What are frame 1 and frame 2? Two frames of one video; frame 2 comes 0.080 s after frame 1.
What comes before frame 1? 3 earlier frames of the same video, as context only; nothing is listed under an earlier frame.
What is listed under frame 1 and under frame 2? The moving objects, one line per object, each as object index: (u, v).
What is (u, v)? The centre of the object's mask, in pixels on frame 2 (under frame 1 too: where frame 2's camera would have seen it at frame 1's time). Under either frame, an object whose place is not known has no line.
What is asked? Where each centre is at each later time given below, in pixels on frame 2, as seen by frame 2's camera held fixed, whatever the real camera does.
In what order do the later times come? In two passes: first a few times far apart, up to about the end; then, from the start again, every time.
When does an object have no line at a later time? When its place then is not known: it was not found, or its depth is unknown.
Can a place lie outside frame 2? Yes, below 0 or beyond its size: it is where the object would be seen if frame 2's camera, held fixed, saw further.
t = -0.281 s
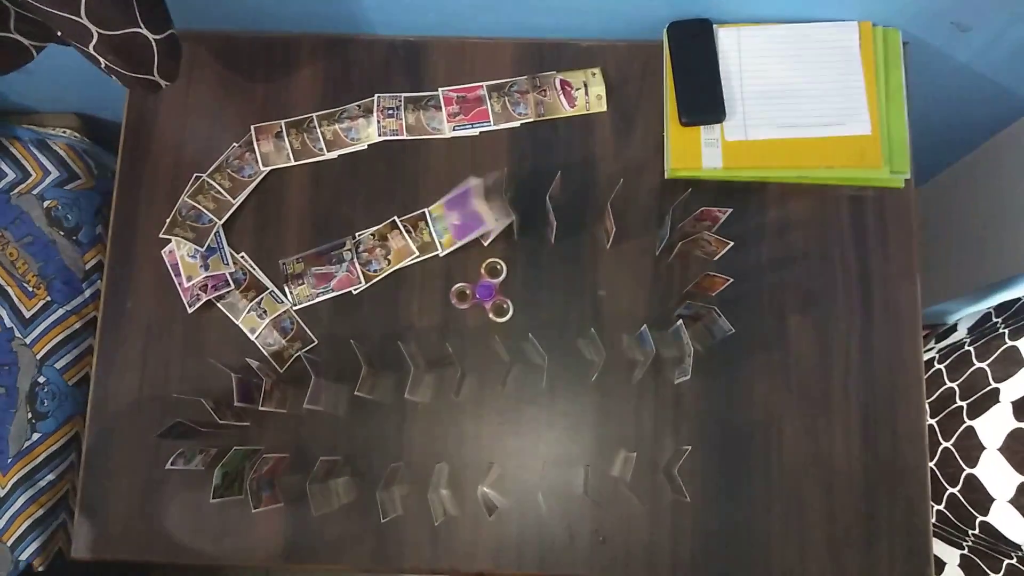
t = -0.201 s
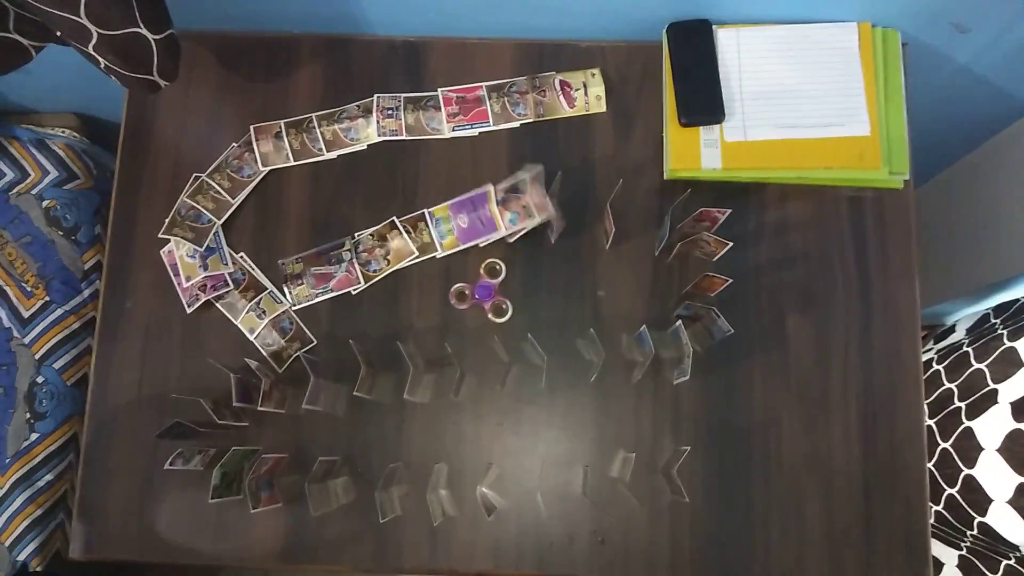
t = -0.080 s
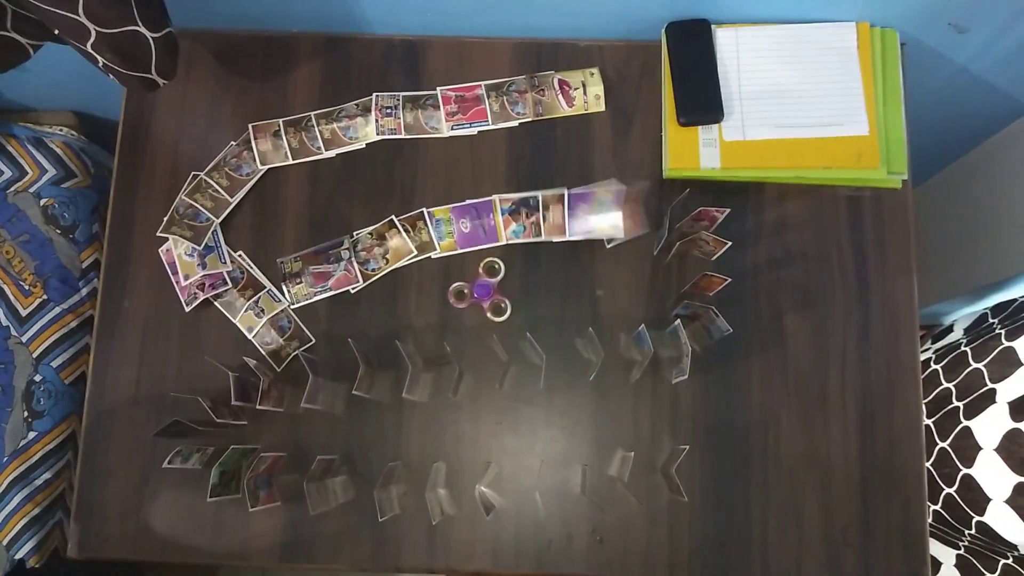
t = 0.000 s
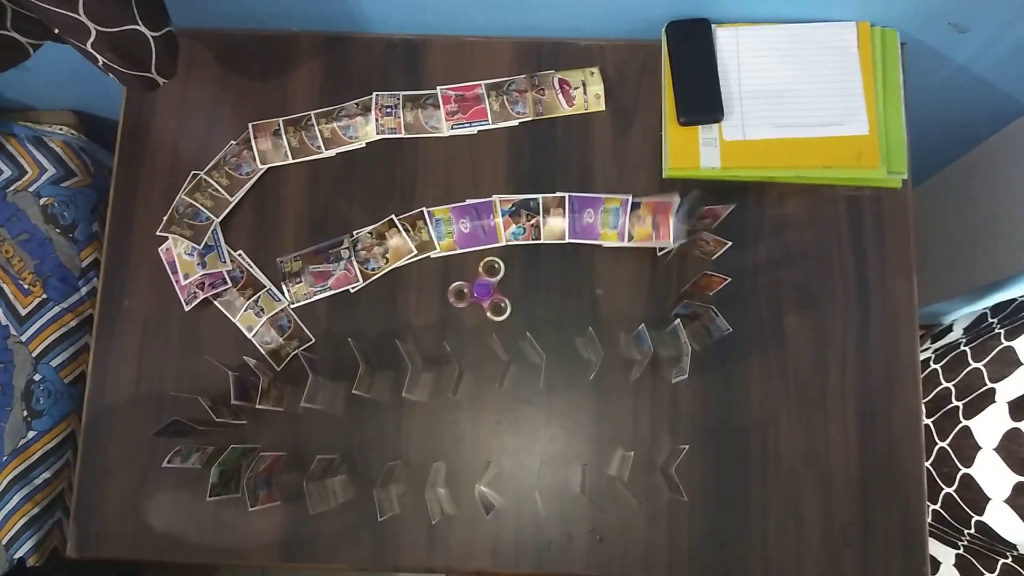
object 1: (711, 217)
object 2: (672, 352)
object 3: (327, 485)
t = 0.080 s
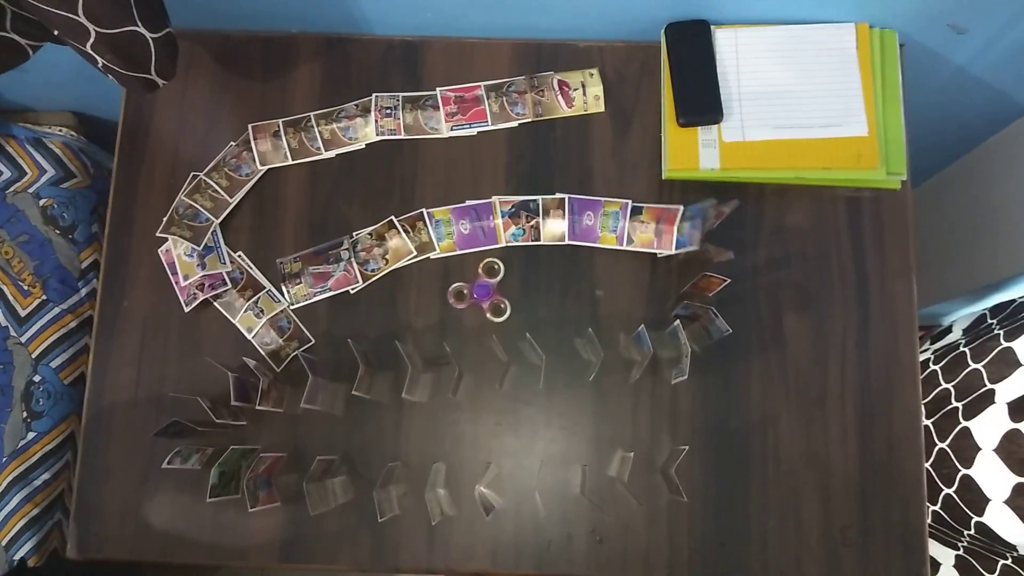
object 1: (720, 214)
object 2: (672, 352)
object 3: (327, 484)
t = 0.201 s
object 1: (739, 246)
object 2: (672, 352)
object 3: (327, 484)
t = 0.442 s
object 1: (746, 278)
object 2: (652, 378)
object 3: (327, 484)
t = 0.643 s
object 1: (746, 279)
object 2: (628, 382)
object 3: (327, 484)
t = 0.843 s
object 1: (746, 279)
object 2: (628, 382)
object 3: (327, 484)
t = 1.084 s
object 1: (746, 279)
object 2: (628, 382)
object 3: (328, 485)
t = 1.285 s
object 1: (746, 279)
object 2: (628, 382)
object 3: (328, 484)
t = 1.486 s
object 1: (746, 279)
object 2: (628, 382)
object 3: (327, 484)
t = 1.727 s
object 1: (746, 279)
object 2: (628, 382)
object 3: (334, 483)
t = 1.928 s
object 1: (742, 271)
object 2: (628, 382)
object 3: (334, 482)
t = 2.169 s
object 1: (746, 279)
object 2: (628, 382)
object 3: (334, 482)
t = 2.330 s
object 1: (746, 279)
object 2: (628, 383)
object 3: (334, 482)
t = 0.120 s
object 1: (722, 218)
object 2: (672, 352)
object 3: (327, 484)
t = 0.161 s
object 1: (730, 231)
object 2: (672, 352)
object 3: (327, 484)
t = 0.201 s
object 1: (739, 246)
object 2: (672, 352)
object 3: (327, 484)
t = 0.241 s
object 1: (746, 260)
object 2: (671, 352)
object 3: (327, 484)
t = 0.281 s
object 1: (744, 271)
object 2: (671, 353)
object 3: (327, 484)
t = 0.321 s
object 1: (743, 277)
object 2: (672, 354)
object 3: (327, 484)
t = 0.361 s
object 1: (745, 277)
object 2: (672, 357)
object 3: (327, 484)
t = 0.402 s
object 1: (746, 278)
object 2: (668, 374)
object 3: (327, 484)
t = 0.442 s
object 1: (746, 278)
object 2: (652, 378)
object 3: (327, 484)
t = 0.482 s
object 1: (746, 278)
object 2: (639, 382)
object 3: (327, 484)
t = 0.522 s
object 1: (745, 279)
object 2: (634, 382)
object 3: (327, 484)
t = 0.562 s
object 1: (745, 279)
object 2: (630, 382)
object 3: (327, 484)
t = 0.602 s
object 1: (746, 279)
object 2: (629, 382)
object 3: (327, 484)
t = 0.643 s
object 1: (746, 279)
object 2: (628, 382)
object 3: (327, 484)
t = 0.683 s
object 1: (746, 279)
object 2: (628, 382)
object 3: (328, 484)
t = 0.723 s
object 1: (746, 279)
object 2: (628, 382)
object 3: (327, 484)
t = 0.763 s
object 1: (746, 279)
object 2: (628, 382)
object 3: (327, 484)
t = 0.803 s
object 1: (746, 279)
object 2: (628, 382)
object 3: (327, 484)
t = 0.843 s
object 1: (746, 279)
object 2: (628, 382)
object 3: (327, 484)
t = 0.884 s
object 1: (746, 279)
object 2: (628, 382)
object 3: (327, 484)
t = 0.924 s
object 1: (746, 279)
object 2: (628, 382)
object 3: (327, 484)
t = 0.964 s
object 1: (746, 279)
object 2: (628, 382)
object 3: (327, 485)
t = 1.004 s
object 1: (746, 279)
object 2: (628, 382)
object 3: (327, 484)
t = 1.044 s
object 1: (746, 279)
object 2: (628, 382)
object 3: (328, 484)
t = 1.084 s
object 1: (746, 279)
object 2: (628, 382)
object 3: (328, 485)
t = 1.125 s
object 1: (746, 279)
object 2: (628, 382)
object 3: (328, 485)
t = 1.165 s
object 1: (746, 279)
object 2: (628, 382)
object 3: (328, 485)
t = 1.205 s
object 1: (746, 279)
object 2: (628, 382)
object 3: (328, 485)
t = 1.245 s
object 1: (746, 279)
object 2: (628, 382)
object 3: (328, 484)
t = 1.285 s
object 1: (746, 279)
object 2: (628, 382)
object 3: (328, 484)
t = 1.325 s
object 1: (746, 279)
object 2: (628, 382)
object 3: (328, 485)
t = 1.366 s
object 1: (746, 279)
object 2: (628, 382)
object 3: (328, 485)
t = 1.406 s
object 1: (746, 279)
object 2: (628, 382)
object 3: (322, 484)
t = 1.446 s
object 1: (746, 279)
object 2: (628, 382)
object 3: (319, 485)
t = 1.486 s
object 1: (746, 279)
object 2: (628, 382)
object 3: (327, 484)
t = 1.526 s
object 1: (746, 279)
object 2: (628, 382)
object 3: (330, 484)
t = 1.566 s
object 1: (746, 279)
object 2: (628, 382)
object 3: (332, 483)
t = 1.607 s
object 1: (746, 279)
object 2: (628, 382)
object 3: (333, 483)
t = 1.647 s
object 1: (746, 279)
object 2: (628, 382)
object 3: (333, 483)
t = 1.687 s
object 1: (746, 279)
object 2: (628, 382)
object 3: (334, 483)
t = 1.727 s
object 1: (746, 279)
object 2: (628, 382)
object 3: (334, 483)
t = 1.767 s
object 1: (746, 279)
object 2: (628, 382)
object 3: (334, 483)
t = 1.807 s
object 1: (746, 279)
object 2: (628, 382)
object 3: (334, 483)
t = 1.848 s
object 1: (746, 279)
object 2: (628, 382)
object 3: (334, 483)
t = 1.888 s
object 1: (746, 279)
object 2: (628, 382)
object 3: (334, 482)
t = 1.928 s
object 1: (742, 271)
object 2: (628, 382)
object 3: (334, 482)
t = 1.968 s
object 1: (746, 279)
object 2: (628, 382)
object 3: (334, 482)
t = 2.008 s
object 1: (742, 271)
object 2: (628, 382)
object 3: (334, 482)
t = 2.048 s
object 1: (746, 279)
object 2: (628, 382)
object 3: (334, 482)
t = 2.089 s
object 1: (746, 279)
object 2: (628, 382)
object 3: (334, 482)
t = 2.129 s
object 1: (746, 279)
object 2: (628, 382)
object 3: (334, 482)
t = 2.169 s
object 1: (746, 279)
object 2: (628, 382)
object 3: (334, 482)
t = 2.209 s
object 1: (746, 279)
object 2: (628, 382)
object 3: (334, 482)
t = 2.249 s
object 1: (746, 278)
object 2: (628, 382)
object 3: (334, 483)
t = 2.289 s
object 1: (746, 279)
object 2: (628, 383)
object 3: (334, 482)
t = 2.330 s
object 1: (746, 279)
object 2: (628, 383)
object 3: (334, 482)
